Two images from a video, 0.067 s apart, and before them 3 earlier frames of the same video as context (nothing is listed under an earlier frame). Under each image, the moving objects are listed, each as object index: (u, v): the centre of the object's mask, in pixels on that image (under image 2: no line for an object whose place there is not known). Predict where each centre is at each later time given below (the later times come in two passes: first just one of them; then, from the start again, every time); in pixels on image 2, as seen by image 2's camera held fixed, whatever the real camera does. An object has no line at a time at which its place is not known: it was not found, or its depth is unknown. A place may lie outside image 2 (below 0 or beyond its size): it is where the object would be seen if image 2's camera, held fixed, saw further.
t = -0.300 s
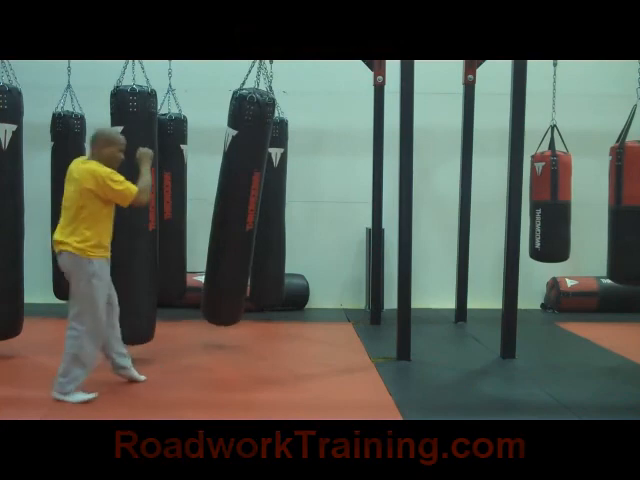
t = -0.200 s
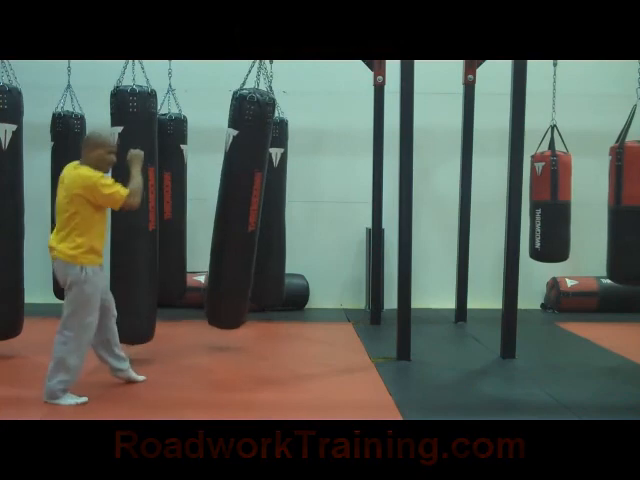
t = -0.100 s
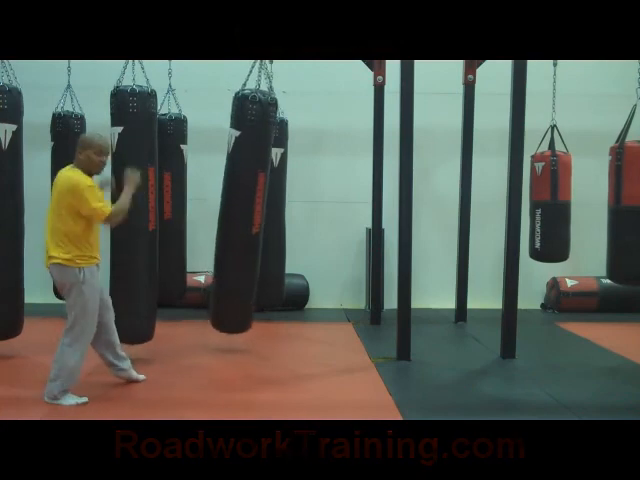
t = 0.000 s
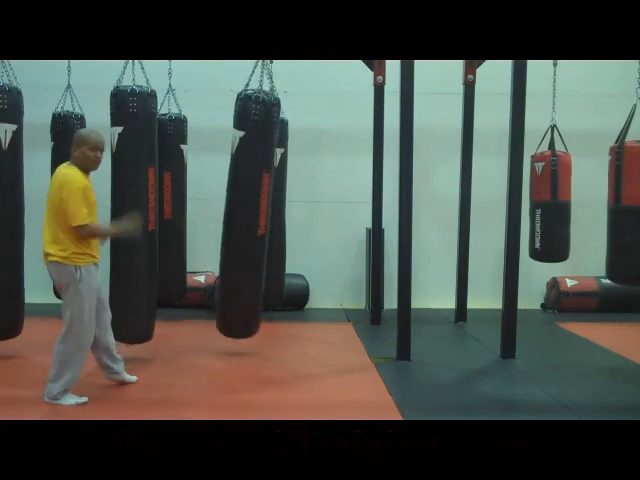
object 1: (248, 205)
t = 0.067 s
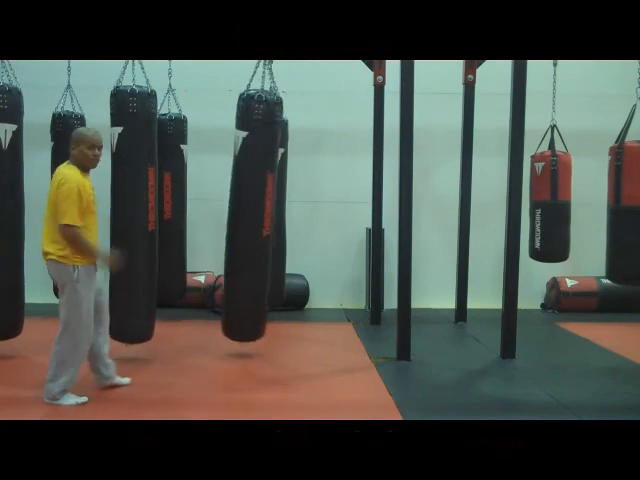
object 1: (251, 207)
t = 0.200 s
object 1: (261, 211)
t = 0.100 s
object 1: (253, 208)
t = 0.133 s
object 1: (255, 209)
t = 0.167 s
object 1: (259, 210)
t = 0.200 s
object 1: (261, 211)
